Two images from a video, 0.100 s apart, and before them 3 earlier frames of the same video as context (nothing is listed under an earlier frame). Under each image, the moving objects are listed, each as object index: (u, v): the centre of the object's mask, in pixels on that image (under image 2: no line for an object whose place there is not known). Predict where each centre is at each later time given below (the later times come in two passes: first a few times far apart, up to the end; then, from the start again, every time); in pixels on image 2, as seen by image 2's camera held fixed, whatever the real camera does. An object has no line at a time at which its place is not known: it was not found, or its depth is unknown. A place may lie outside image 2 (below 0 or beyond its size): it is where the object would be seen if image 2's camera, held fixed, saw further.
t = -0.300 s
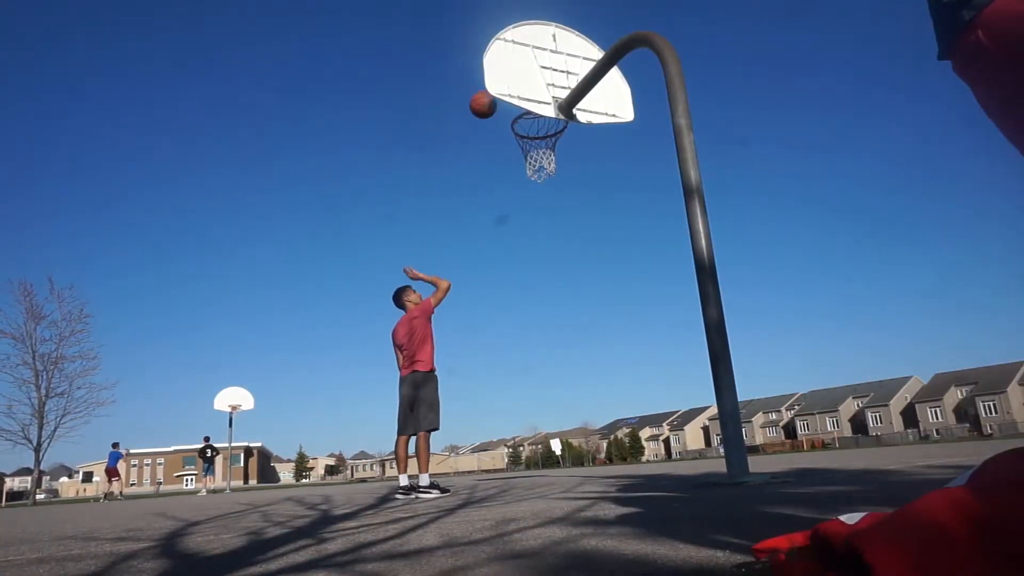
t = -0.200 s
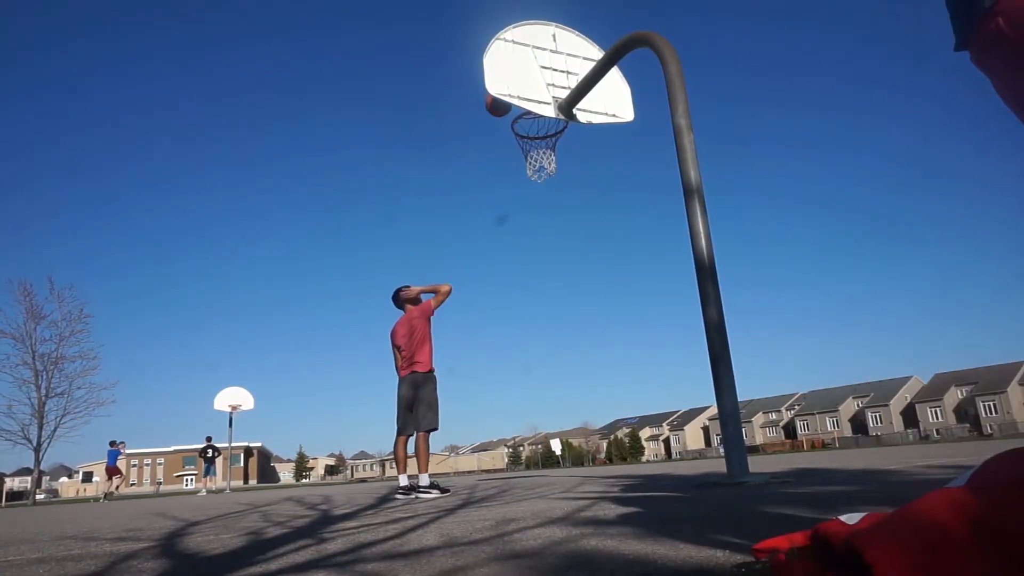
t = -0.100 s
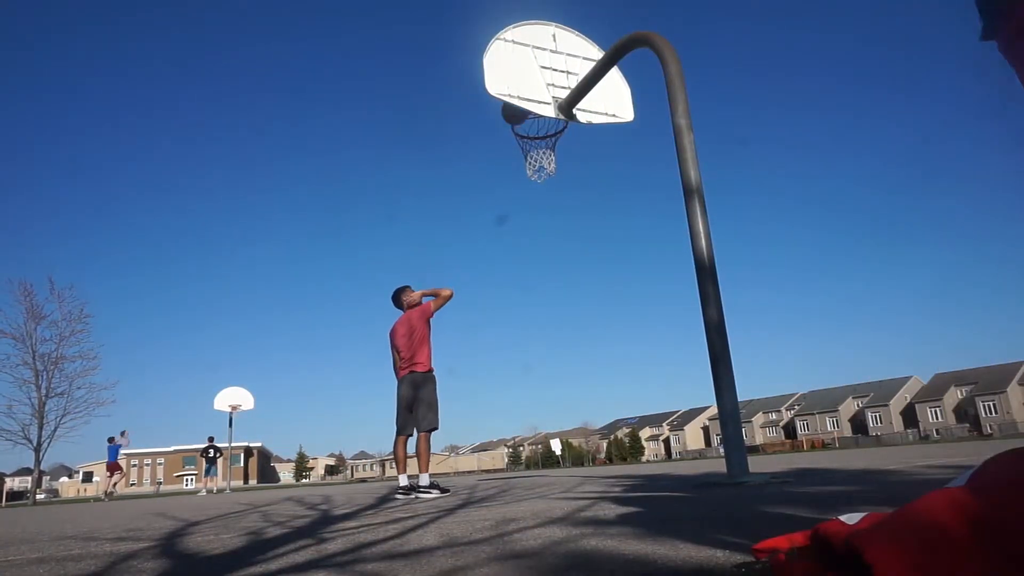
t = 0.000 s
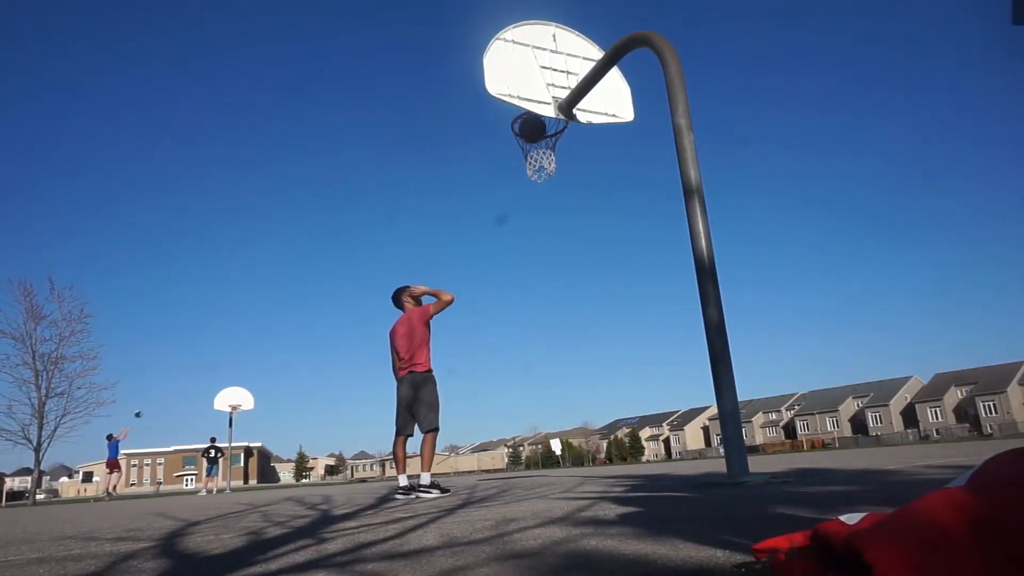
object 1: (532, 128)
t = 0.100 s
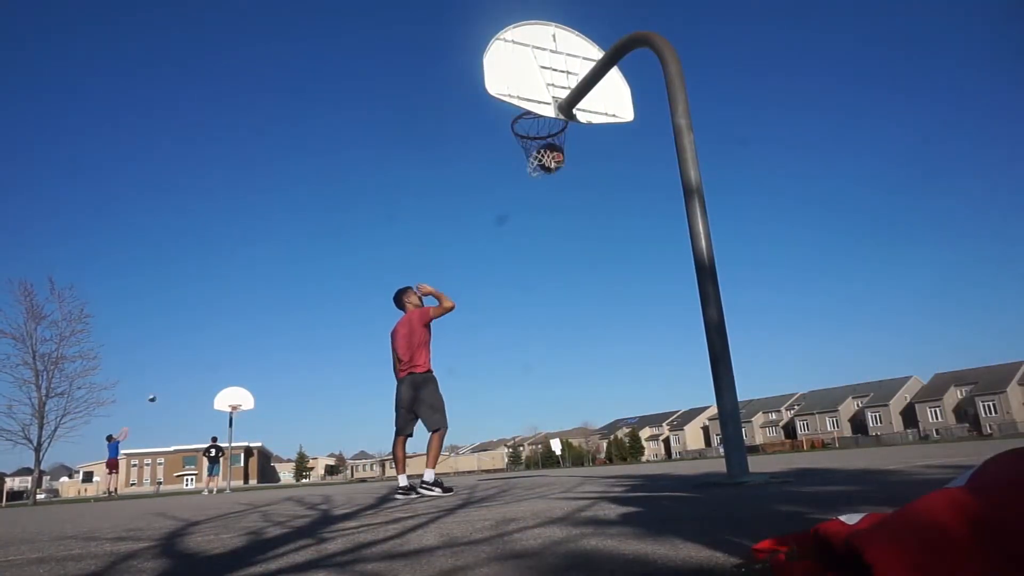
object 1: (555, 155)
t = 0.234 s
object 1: (568, 202)
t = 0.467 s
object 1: (606, 339)
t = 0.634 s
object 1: (633, 451)
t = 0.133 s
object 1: (555, 166)
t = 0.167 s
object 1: (559, 177)
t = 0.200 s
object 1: (563, 189)
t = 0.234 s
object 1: (568, 202)
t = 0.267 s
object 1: (572, 217)
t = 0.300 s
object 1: (577, 233)
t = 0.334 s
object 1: (583, 251)
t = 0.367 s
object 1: (588, 270)
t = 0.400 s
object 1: (593, 292)
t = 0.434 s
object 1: (600, 314)
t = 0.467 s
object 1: (606, 339)
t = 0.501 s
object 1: (612, 365)
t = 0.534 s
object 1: (619, 394)
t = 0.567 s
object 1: (626, 424)
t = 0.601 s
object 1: (633, 458)
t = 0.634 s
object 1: (633, 451)
